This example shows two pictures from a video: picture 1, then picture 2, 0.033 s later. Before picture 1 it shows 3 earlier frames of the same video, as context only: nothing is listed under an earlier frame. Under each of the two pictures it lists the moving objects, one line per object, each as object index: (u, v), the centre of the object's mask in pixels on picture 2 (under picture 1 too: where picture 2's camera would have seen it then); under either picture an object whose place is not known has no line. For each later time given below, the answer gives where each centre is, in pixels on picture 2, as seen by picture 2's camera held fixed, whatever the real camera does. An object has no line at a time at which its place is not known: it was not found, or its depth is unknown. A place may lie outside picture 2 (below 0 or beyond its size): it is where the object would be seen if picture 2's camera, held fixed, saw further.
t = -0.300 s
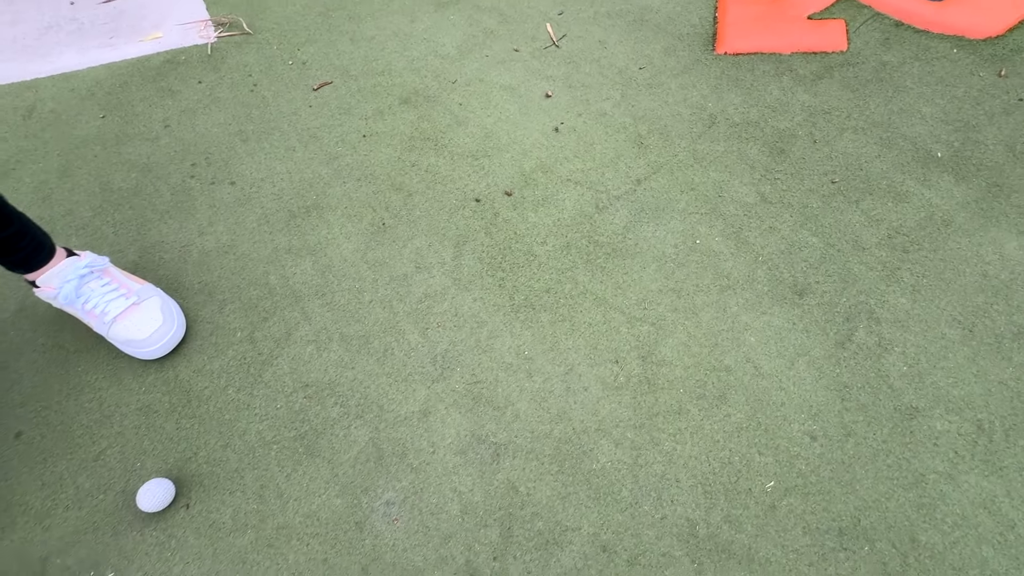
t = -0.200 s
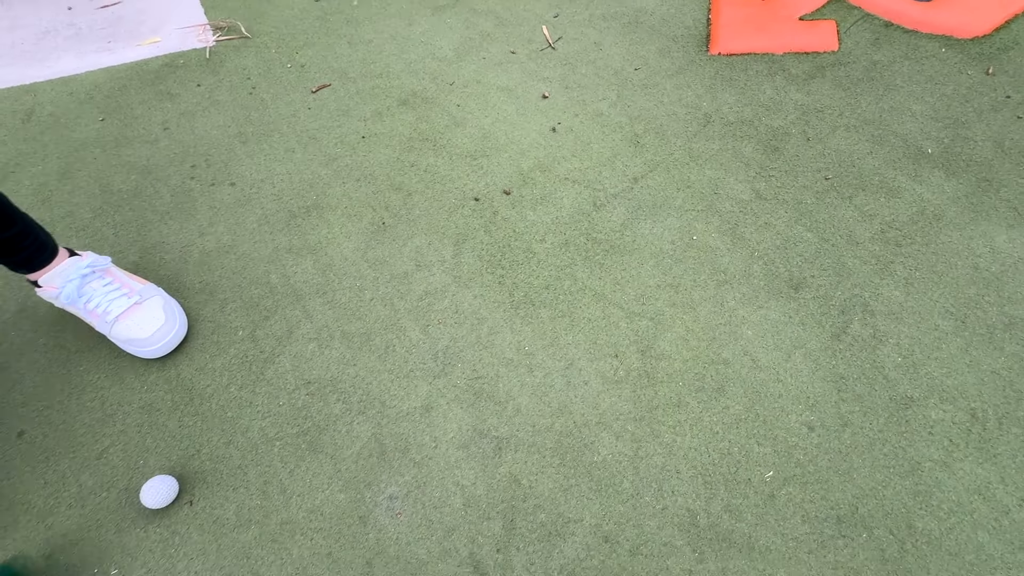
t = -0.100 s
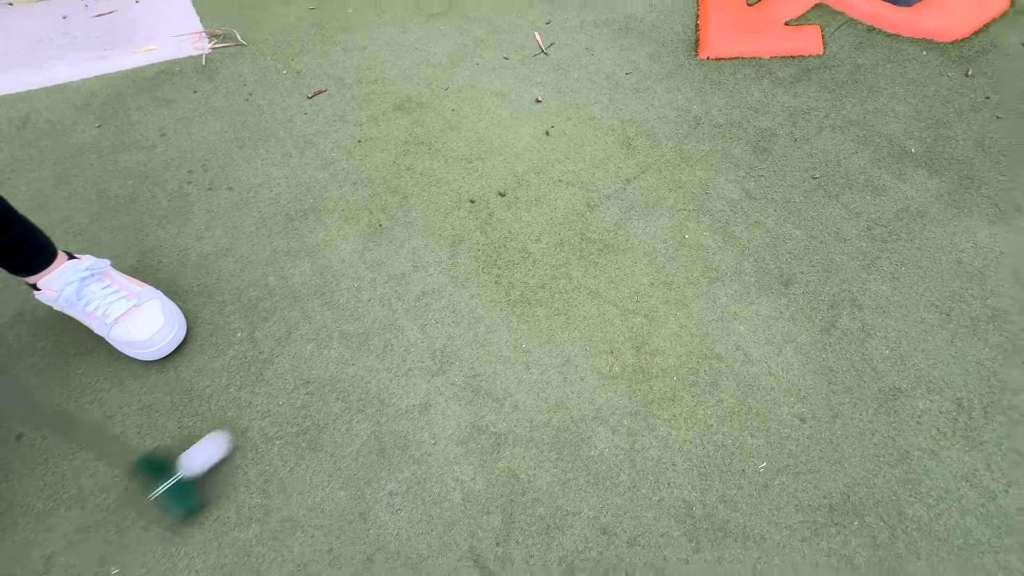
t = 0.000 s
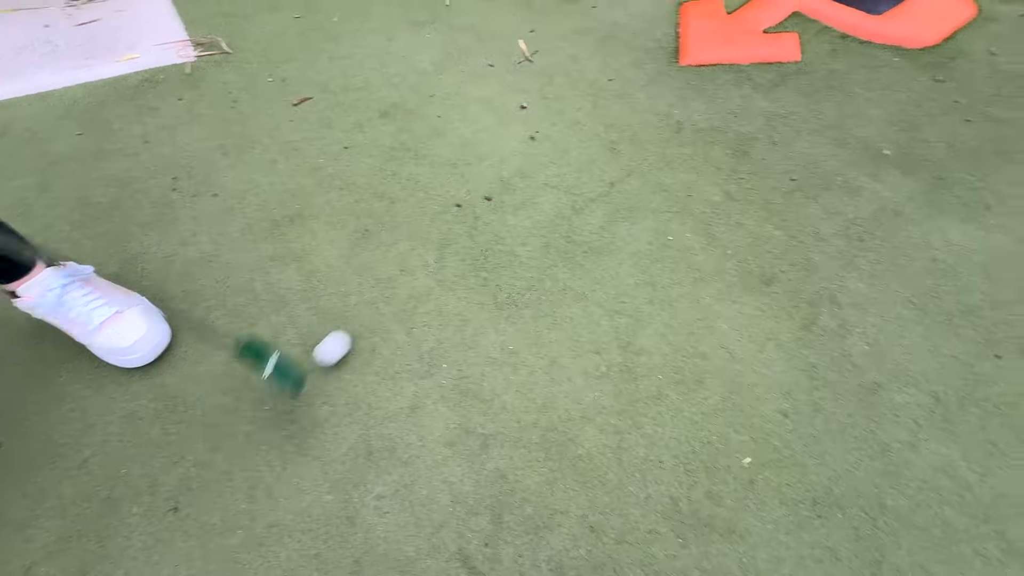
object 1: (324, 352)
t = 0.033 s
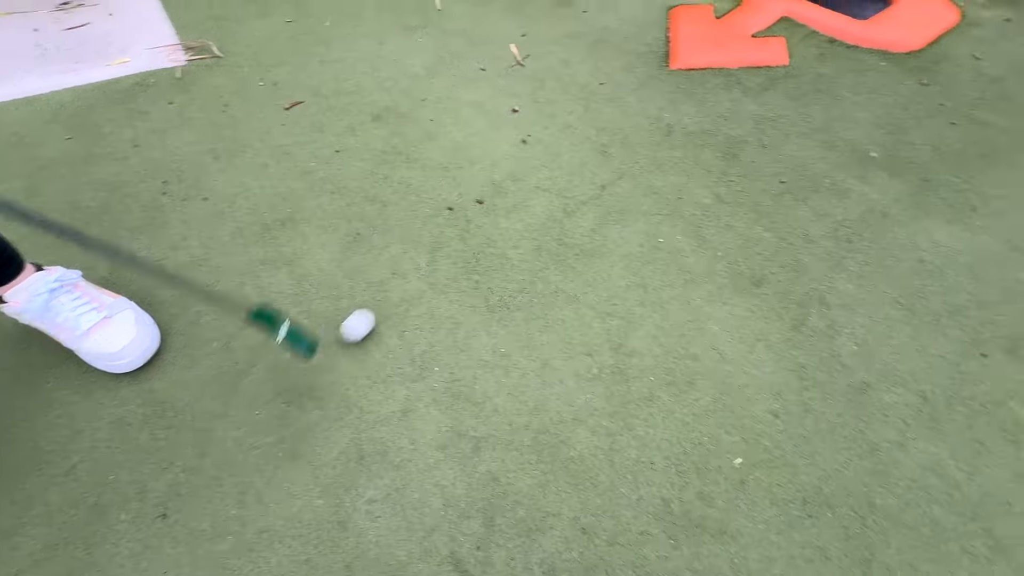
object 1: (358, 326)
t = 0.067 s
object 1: (388, 302)
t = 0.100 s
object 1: (417, 280)
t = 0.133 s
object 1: (443, 259)
